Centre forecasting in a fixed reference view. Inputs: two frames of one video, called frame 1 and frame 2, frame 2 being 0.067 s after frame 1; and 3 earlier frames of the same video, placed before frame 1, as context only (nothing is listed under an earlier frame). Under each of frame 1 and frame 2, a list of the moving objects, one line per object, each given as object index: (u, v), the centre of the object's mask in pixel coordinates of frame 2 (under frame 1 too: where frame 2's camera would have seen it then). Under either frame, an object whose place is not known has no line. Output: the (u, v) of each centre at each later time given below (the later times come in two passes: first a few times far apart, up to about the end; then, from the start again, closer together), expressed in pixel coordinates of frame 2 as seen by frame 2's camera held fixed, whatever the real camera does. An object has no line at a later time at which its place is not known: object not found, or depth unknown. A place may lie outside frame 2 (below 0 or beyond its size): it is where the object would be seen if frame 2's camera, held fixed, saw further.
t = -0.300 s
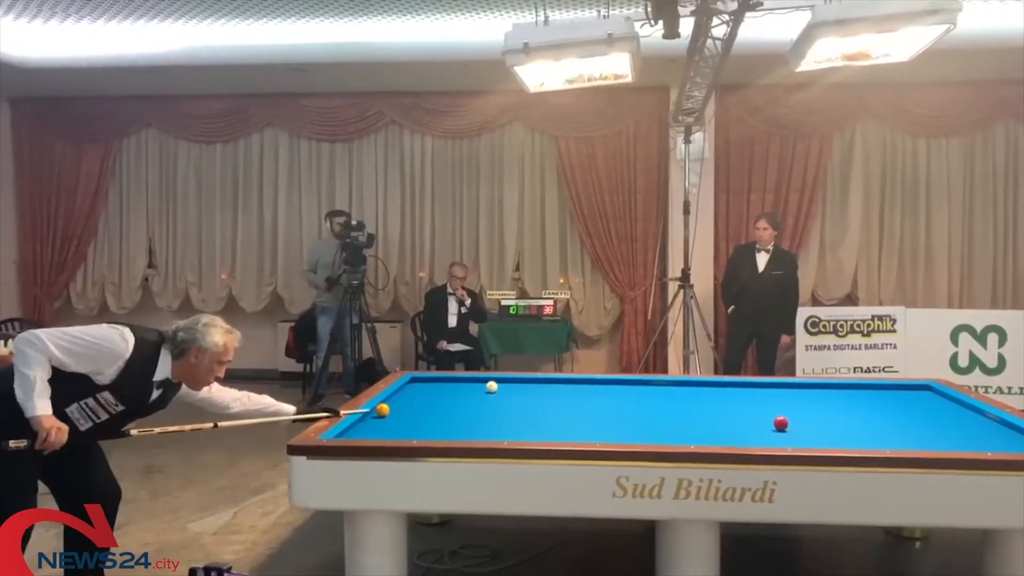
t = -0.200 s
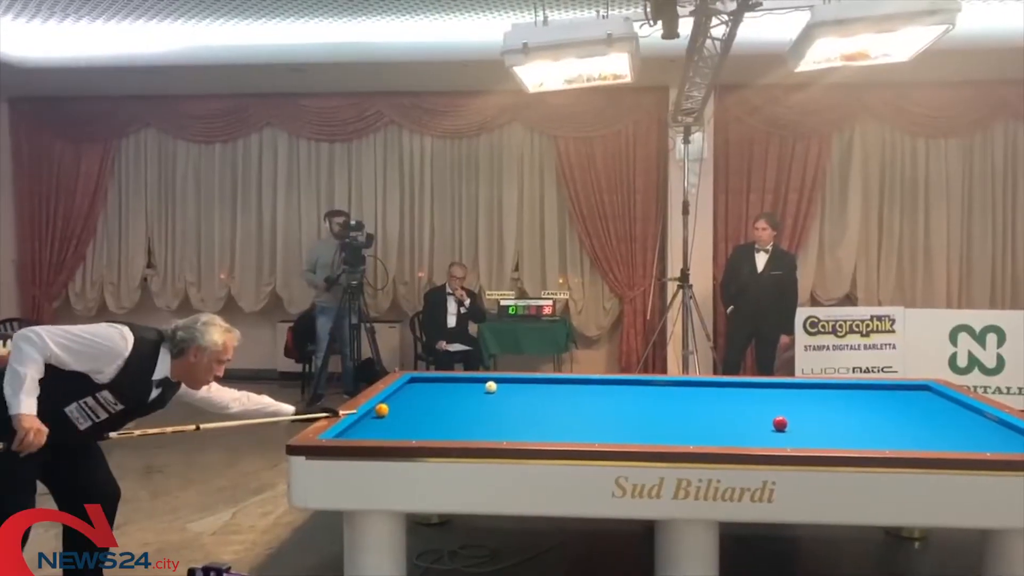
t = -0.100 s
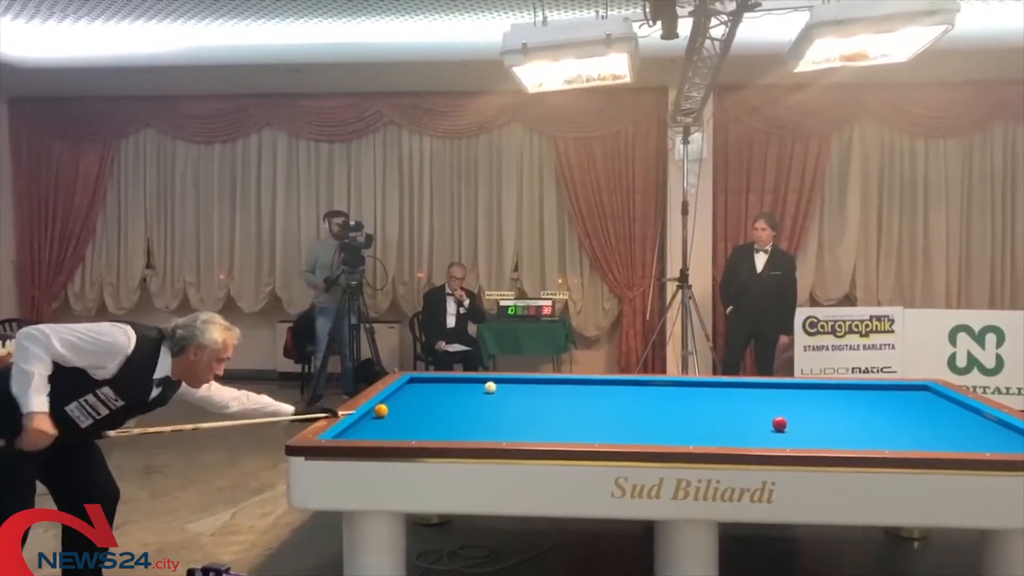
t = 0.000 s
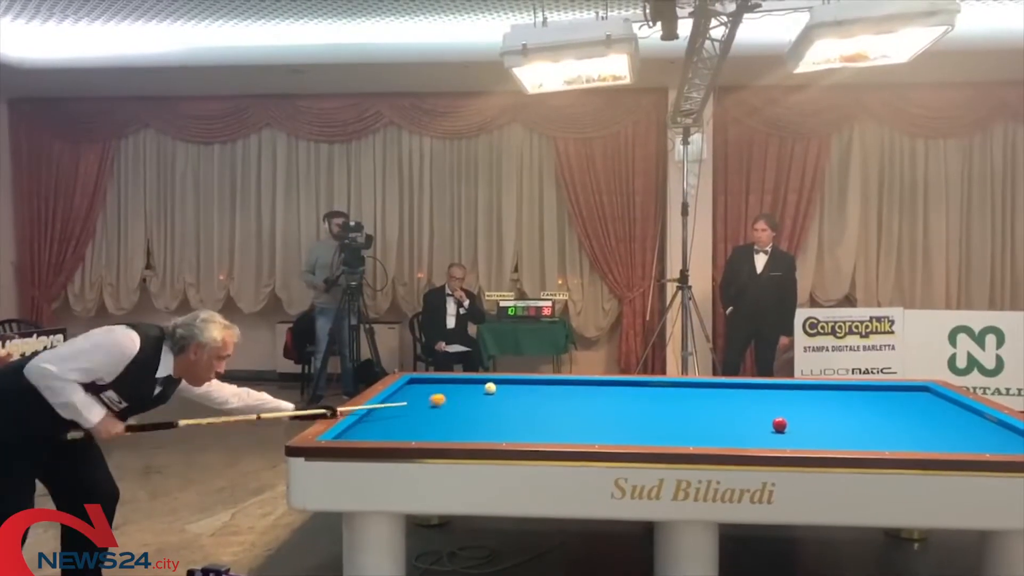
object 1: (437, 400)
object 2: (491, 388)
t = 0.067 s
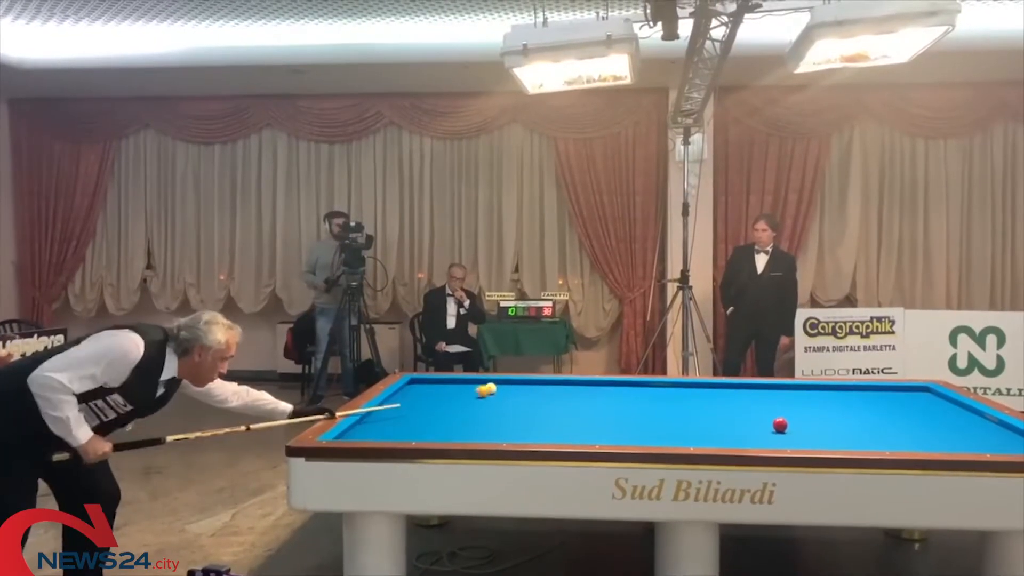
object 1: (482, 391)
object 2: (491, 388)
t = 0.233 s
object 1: (583, 390)
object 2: (485, 385)
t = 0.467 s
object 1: (715, 388)
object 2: (459, 406)
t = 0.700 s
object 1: (846, 388)
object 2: (430, 429)
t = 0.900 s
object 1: (911, 394)
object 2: (422, 432)
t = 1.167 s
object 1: (801, 404)
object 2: (436, 414)
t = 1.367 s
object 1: (724, 412)
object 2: (443, 404)
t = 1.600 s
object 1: (641, 422)
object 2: (449, 395)
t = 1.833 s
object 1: (558, 434)
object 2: (455, 386)
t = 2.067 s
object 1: (471, 435)
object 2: (459, 380)
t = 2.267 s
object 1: (407, 429)
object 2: (455, 385)
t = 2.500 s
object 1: (383, 420)
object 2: (451, 389)
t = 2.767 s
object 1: (451, 410)
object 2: (446, 395)
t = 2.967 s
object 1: (489, 404)
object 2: (442, 399)
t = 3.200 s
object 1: (528, 397)
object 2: (437, 404)
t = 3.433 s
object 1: (566, 391)
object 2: (431, 410)
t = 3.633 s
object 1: (595, 387)
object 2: (427, 415)
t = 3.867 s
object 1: (626, 383)
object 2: (422, 421)
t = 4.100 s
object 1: (659, 387)
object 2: (416, 428)
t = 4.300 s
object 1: (688, 390)
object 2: (412, 432)
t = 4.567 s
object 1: (729, 396)
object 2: (406, 437)
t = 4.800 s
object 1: (766, 400)
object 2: (410, 435)
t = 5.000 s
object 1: (799, 404)
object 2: (413, 433)
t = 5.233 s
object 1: (838, 408)
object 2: (417, 429)
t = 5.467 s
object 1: (879, 413)
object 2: (421, 426)
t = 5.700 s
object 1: (922, 418)
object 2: (424, 423)
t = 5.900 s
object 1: (960, 422)
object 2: (427, 420)
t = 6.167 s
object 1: (1010, 428)
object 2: (430, 417)
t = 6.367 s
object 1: (998, 432)
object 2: (432, 415)
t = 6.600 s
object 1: (987, 437)
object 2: (434, 413)
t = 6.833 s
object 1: (975, 443)
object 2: (436, 411)
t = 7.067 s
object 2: (438, 410)
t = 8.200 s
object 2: (449, 404)
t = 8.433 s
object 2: (450, 403)
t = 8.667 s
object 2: (451, 402)
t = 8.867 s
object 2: (452, 401)
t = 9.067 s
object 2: (453, 400)
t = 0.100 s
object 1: (504, 389)
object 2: (491, 385)
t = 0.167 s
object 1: (543, 390)
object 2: (492, 380)
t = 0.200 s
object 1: (563, 390)
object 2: (488, 382)
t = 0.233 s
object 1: (583, 390)
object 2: (485, 385)
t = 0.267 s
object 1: (602, 390)
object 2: (481, 388)
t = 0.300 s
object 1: (621, 389)
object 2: (478, 391)
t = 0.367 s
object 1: (659, 388)
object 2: (470, 397)
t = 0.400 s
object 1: (678, 388)
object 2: (466, 400)
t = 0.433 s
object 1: (696, 388)
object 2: (463, 403)
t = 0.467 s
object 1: (715, 388)
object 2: (459, 406)
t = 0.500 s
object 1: (733, 387)
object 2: (455, 409)
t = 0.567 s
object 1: (768, 385)
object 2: (447, 415)
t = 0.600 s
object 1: (785, 385)
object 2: (443, 419)
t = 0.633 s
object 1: (806, 386)
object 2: (439, 422)
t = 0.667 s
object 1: (826, 387)
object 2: (434, 425)
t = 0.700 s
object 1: (846, 388)
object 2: (430, 429)
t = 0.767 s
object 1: (887, 389)
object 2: (422, 434)
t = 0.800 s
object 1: (908, 390)
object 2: (417, 437)
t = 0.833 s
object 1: (929, 391)
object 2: (418, 436)
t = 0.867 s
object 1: (925, 392)
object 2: (420, 434)
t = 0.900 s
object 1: (911, 394)
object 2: (422, 432)
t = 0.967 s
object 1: (883, 396)
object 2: (427, 426)
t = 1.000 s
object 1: (869, 397)
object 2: (428, 424)
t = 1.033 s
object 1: (855, 399)
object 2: (430, 422)
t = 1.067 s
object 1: (841, 400)
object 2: (432, 420)
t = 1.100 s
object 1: (828, 402)
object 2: (433, 418)
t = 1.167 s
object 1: (801, 404)
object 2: (436, 414)
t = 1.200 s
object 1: (788, 405)
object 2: (437, 412)
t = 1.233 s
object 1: (775, 407)
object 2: (438, 411)
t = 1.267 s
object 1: (761, 408)
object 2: (439, 409)
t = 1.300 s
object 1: (749, 410)
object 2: (441, 407)
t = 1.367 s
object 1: (724, 412)
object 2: (443, 404)
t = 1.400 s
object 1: (711, 414)
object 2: (444, 403)
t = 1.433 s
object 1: (699, 415)
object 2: (445, 402)
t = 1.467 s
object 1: (687, 416)
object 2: (446, 400)
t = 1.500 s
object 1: (676, 418)
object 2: (447, 399)
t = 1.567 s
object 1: (653, 421)
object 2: (448, 396)
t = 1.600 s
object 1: (641, 422)
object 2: (449, 395)
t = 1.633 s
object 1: (630, 424)
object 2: (450, 394)
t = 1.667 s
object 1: (618, 426)
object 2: (451, 392)
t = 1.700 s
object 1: (607, 427)
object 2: (452, 391)
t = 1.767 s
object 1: (582, 431)
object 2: (454, 389)
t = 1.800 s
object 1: (570, 432)
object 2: (454, 387)
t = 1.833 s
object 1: (558, 434)
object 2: (455, 386)
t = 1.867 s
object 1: (545, 435)
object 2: (456, 385)
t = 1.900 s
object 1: (532, 436)
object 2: (457, 384)
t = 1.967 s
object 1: (506, 438)
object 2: (458, 382)
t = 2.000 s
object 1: (494, 437)
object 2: (459, 381)
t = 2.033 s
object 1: (482, 436)
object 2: (460, 380)
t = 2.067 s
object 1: (471, 435)
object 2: (459, 380)
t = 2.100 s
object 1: (460, 434)
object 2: (459, 381)
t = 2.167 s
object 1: (438, 432)
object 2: (457, 383)
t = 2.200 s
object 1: (428, 431)
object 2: (457, 383)
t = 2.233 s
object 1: (417, 430)
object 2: (456, 384)
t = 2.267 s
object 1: (407, 429)
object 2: (455, 385)
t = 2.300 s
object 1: (397, 427)
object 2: (455, 385)
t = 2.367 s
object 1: (376, 425)
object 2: (454, 386)
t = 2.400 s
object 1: (367, 424)
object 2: (453, 387)
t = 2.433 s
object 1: (361, 423)
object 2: (452, 388)
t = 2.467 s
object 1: (373, 421)
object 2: (452, 388)
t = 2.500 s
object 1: (383, 420)
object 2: (451, 389)
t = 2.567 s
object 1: (403, 417)
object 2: (450, 390)
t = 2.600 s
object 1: (412, 416)
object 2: (449, 391)
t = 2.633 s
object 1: (421, 415)
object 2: (448, 392)
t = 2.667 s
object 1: (430, 413)
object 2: (448, 392)
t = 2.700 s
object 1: (437, 412)
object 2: (447, 393)
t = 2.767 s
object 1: (451, 410)
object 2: (446, 395)
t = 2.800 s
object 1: (457, 409)
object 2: (445, 395)
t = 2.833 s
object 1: (464, 408)
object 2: (444, 396)
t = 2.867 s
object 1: (470, 407)
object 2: (444, 397)
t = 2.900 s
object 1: (477, 406)
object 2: (443, 398)
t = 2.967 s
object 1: (489, 404)
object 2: (442, 399)
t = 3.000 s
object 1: (495, 403)
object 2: (441, 400)
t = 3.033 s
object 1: (500, 402)
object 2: (440, 401)
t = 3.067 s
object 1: (506, 401)
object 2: (439, 401)
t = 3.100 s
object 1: (512, 400)
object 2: (439, 402)
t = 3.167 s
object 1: (523, 398)
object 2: (437, 404)
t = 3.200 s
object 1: (528, 397)
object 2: (437, 404)
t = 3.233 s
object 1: (534, 396)
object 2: (436, 405)
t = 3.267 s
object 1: (539, 395)
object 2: (435, 406)
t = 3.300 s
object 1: (544, 395)
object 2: (434, 407)
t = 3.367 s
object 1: (555, 393)
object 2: (433, 408)
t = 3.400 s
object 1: (560, 392)
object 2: (432, 409)
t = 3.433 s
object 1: (566, 391)
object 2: (431, 410)
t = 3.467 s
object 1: (571, 390)
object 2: (431, 411)
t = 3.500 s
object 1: (576, 389)
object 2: (430, 412)
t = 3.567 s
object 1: (585, 388)
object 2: (429, 414)
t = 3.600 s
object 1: (590, 387)
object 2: (428, 414)
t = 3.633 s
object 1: (595, 387)
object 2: (427, 415)
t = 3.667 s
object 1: (599, 386)
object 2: (426, 416)
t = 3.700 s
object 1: (604, 385)
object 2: (426, 417)
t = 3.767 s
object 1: (612, 383)
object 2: (424, 419)
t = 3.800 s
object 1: (617, 383)
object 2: (423, 420)
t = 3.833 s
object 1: (622, 382)
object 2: (423, 420)
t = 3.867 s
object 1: (626, 383)
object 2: (422, 421)
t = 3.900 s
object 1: (631, 383)
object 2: (421, 422)
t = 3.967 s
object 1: (640, 385)
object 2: (420, 424)
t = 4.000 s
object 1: (645, 385)
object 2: (419, 425)
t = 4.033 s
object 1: (649, 386)
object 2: (418, 426)
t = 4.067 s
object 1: (655, 386)
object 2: (417, 427)
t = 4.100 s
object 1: (659, 387)
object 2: (416, 428)
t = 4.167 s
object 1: (668, 388)
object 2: (414, 429)
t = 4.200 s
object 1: (673, 389)
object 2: (414, 430)
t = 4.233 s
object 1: (678, 389)
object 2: (413, 431)
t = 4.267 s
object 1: (683, 390)
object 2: (412, 432)
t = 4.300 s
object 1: (688, 390)
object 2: (412, 432)
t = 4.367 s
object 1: (698, 392)
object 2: (410, 434)
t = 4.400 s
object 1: (703, 393)
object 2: (409, 434)
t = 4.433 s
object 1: (708, 393)
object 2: (409, 435)
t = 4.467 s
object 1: (713, 394)
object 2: (408, 435)
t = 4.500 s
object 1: (718, 394)
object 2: (407, 436)
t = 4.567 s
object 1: (729, 396)
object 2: (406, 437)
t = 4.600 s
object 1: (734, 396)
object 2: (407, 437)
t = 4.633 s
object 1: (739, 397)
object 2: (407, 436)
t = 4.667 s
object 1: (744, 398)
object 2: (409, 436)
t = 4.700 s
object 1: (750, 398)
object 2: (409, 436)
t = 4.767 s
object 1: (760, 399)
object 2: (410, 435)
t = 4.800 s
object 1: (766, 400)
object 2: (410, 435)
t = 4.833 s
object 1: (771, 401)
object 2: (411, 435)
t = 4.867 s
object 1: (776, 401)
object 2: (411, 434)
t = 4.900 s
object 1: (782, 402)
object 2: (412, 434)
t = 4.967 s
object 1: (793, 403)
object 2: (413, 433)
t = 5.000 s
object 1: (799, 404)
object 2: (413, 433)
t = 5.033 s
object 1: (804, 404)
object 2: (414, 432)
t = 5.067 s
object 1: (810, 405)
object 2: (414, 432)
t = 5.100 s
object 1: (815, 406)
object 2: (415, 431)
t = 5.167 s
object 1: (827, 407)
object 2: (417, 430)
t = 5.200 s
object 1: (832, 407)
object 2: (417, 430)
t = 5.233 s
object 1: (838, 408)
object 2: (417, 429)
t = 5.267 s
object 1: (844, 409)
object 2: (418, 429)
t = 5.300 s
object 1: (850, 410)
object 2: (418, 428)
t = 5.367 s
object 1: (861, 411)
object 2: (419, 427)
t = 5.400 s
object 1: (867, 412)
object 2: (420, 427)
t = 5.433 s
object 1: (873, 412)
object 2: (420, 426)
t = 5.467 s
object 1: (879, 413)
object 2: (421, 426)
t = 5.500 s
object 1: (885, 413)
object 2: (421, 425)
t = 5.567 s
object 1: (897, 415)
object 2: (422, 424)
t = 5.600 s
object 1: (903, 416)
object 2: (423, 424)
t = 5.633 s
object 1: (909, 417)
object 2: (423, 423)
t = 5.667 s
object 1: (915, 417)
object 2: (424, 423)
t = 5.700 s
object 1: (922, 418)
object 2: (424, 423)
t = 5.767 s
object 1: (934, 419)
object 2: (425, 422)
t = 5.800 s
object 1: (941, 420)
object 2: (426, 422)
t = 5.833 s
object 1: (947, 420)
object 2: (426, 421)
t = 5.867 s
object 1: (953, 421)
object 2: (426, 421)
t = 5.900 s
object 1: (960, 422)
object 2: (427, 420)
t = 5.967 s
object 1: (973, 423)
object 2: (427, 420)
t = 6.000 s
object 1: (979, 424)
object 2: (428, 419)
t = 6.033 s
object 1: (986, 425)
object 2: (428, 419)
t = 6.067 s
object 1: (992, 425)
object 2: (429, 419)
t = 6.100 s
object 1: (999, 427)
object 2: (429, 418)
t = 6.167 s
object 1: (1010, 428)
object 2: (430, 417)
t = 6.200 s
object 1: (1007, 428)
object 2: (430, 417)
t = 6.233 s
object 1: (1005, 429)
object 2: (430, 417)
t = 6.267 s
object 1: (1003, 430)
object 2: (431, 416)
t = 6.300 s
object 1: (1001, 431)
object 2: (432, 416)
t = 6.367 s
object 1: (998, 432)
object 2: (432, 415)
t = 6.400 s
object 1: (997, 433)
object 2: (432, 415)
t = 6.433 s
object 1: (995, 433)
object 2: (433, 415)
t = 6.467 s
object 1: (993, 434)
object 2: (433, 414)
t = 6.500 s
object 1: (992, 435)
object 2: (434, 414)
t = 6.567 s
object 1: (988, 437)
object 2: (434, 414)
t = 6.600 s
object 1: (987, 437)
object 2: (434, 413)
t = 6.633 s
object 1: (985, 438)
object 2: (435, 413)
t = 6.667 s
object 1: (983, 439)
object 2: (435, 413)
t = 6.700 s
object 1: (981, 440)
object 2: (435, 412)
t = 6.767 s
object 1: (978, 441)
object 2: (436, 412)
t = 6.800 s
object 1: (977, 442)
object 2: (436, 411)
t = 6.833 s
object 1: (975, 443)
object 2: (436, 411)
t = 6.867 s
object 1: (974, 444)
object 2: (437, 411)
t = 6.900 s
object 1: (972, 445)
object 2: (437, 411)
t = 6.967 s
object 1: (968, 447)
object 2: (437, 410)
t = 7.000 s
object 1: (967, 447)
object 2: (437, 409)
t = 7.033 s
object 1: (965, 447)
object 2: (438, 409)
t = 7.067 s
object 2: (438, 410)
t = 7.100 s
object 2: (439, 410)
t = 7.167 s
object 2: (440, 410)
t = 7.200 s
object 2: (440, 410)
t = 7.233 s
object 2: (441, 410)
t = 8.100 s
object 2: (448, 404)
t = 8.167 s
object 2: (449, 404)
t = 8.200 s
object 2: (449, 404)
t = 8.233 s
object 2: (449, 404)
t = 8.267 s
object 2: (449, 404)
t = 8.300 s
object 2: (449, 403)
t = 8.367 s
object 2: (450, 403)
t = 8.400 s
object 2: (450, 403)
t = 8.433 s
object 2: (450, 403)
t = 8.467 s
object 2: (450, 403)
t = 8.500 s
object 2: (450, 403)
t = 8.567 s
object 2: (450, 402)
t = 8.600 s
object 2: (451, 402)
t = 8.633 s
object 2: (451, 402)
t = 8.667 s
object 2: (451, 402)
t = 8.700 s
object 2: (451, 402)
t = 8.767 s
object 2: (452, 401)
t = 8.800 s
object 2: (452, 401)
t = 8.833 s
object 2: (452, 401)
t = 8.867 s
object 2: (452, 401)
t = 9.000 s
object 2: (453, 401)
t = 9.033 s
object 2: (453, 400)
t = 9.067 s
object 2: (453, 400)
